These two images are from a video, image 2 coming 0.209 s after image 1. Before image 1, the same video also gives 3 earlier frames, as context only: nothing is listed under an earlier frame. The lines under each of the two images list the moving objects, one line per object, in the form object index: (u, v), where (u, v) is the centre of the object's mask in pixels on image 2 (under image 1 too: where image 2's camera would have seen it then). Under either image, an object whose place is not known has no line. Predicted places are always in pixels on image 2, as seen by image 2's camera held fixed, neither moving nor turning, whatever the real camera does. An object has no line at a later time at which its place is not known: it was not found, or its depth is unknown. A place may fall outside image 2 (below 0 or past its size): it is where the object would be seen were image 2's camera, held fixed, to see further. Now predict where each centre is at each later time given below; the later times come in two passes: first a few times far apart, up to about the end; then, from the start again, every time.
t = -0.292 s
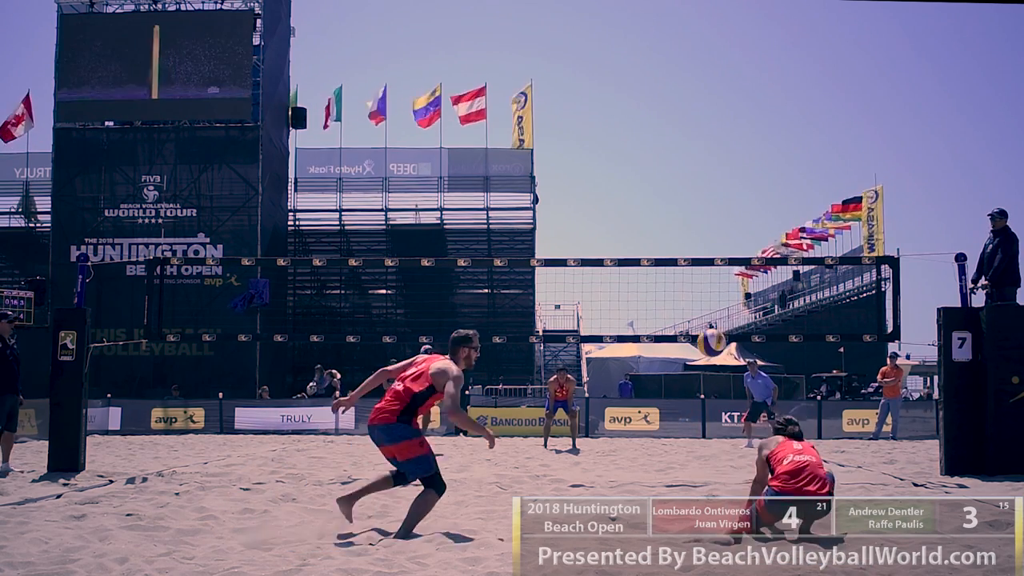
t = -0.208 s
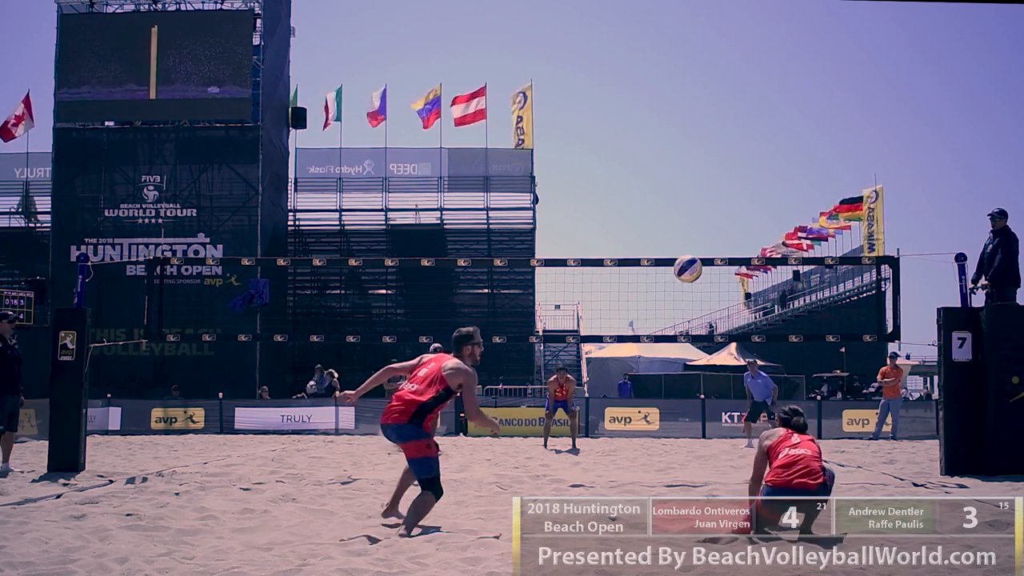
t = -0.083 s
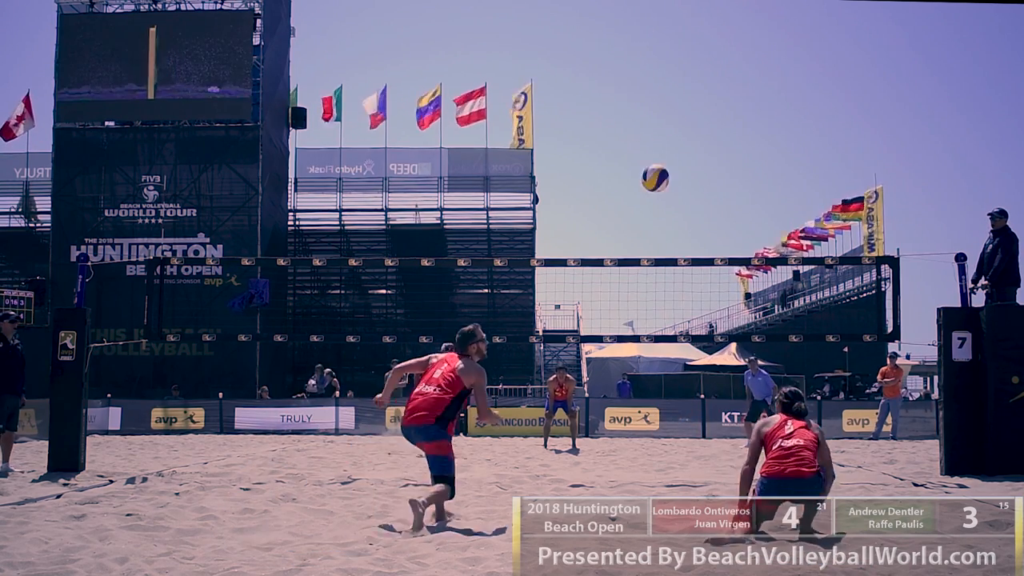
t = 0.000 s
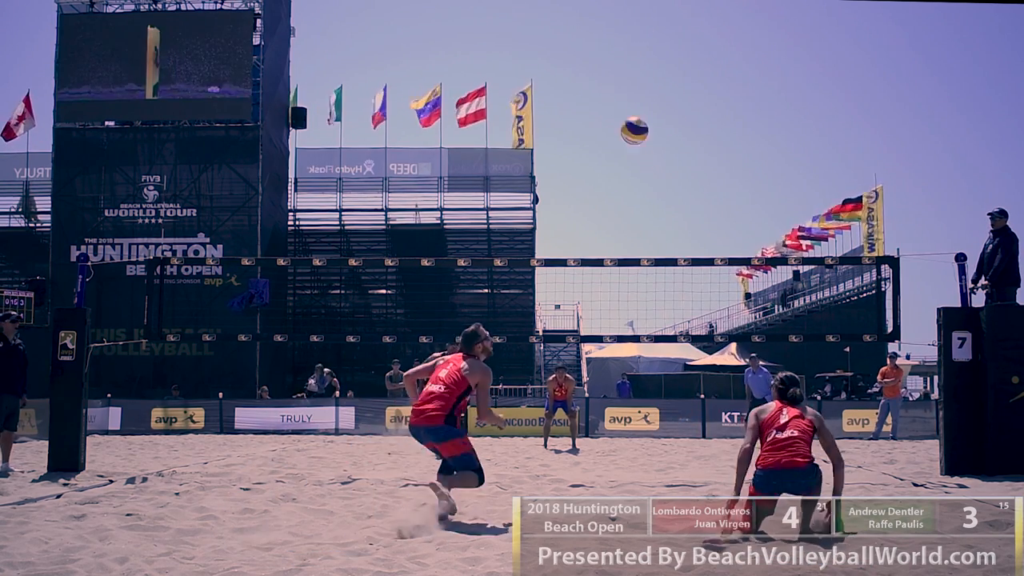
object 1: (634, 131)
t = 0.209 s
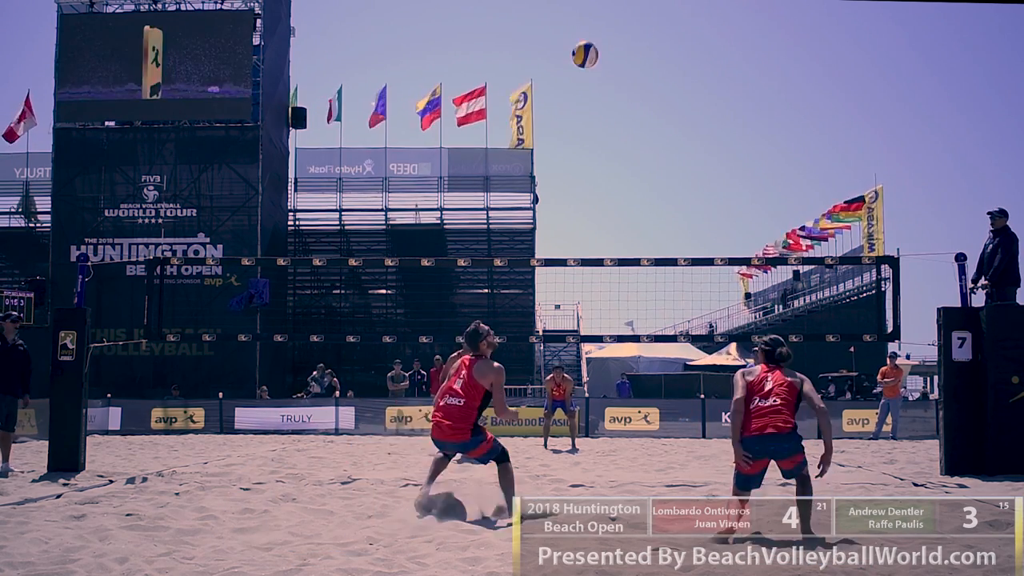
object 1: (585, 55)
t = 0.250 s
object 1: (576, 46)
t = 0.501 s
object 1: (519, 42)
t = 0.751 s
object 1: (463, 111)
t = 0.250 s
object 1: (576, 46)
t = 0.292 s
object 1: (566, 40)
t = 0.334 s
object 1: (557, 36)
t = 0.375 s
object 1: (547, 34)
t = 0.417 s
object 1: (538, 35)
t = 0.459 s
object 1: (529, 37)
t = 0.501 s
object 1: (519, 42)
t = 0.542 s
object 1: (510, 48)
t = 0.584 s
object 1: (500, 57)
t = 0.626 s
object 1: (491, 67)
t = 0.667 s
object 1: (482, 80)
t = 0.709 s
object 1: (472, 94)
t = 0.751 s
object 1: (463, 111)
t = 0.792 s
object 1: (453, 129)
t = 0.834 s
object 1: (444, 149)
